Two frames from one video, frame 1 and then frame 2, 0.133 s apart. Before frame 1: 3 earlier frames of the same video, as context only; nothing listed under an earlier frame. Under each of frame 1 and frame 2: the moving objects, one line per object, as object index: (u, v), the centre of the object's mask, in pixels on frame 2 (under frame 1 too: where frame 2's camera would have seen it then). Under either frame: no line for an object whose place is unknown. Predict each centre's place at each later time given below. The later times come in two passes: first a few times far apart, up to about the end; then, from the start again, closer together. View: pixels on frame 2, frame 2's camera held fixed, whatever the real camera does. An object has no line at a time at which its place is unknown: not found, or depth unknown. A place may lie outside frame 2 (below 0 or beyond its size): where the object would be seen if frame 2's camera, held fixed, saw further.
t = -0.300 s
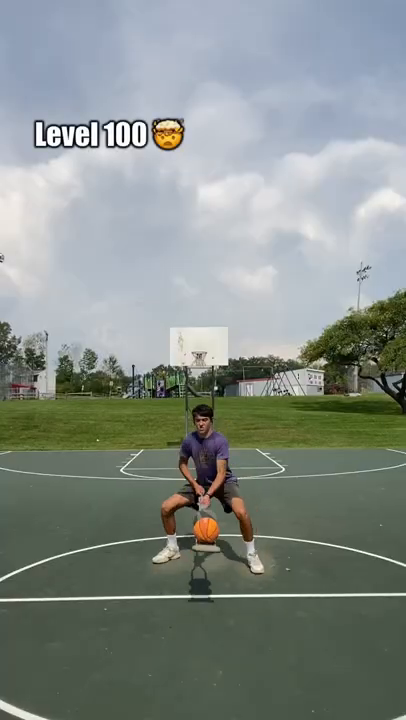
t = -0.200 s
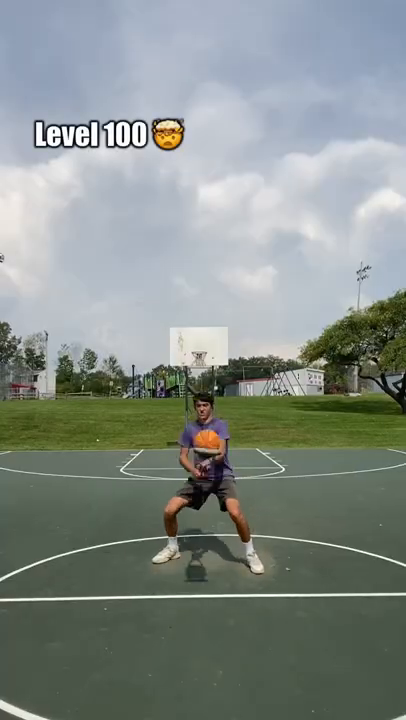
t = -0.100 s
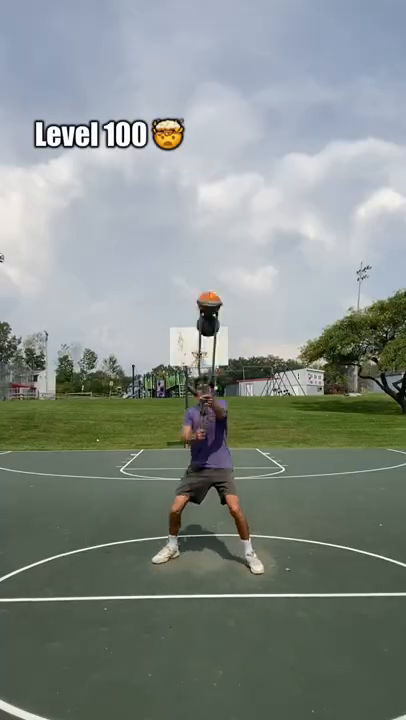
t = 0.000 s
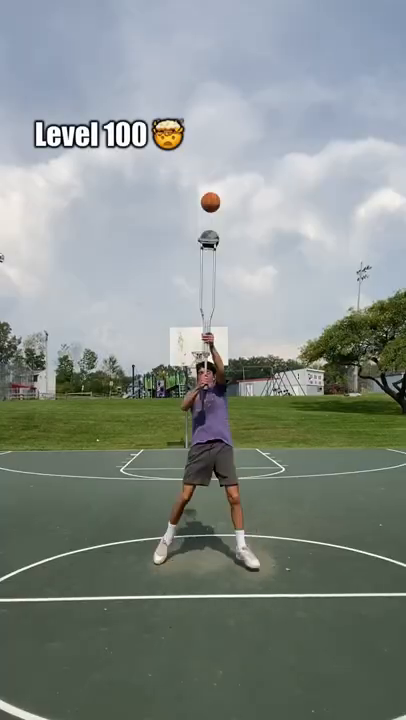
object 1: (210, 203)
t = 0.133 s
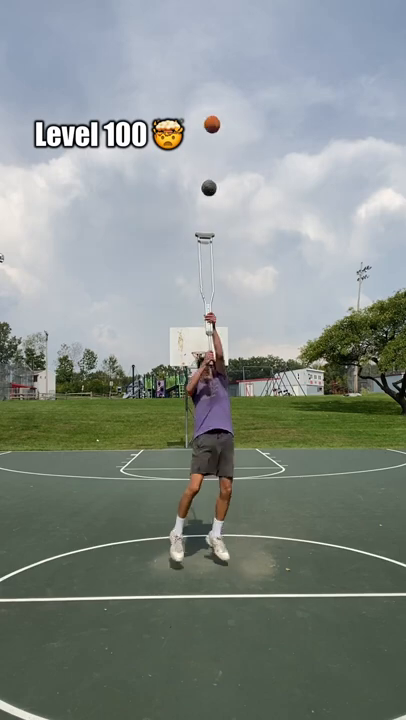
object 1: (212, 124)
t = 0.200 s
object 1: (212, 100)
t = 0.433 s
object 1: (212, 65)
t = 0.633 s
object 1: (211, 70)
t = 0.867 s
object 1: (209, 97)
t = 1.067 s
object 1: (207, 132)
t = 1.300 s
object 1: (205, 182)
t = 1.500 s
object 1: (203, 231)
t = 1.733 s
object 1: (201, 294)
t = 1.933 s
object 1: (199, 347)
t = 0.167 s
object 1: (212, 111)
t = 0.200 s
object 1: (212, 100)
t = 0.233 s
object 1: (212, 92)
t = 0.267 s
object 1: (213, 84)
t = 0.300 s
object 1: (213, 78)
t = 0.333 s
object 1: (213, 74)
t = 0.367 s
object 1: (213, 70)
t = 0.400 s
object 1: (212, 68)
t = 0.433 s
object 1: (212, 65)
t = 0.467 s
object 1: (212, 65)
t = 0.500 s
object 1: (212, 64)
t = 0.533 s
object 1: (212, 65)
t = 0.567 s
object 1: (211, 66)
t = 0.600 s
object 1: (211, 67)
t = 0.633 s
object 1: (211, 70)
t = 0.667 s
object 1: (210, 73)
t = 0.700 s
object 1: (210, 76)
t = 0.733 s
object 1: (210, 79)
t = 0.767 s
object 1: (210, 83)
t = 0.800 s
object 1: (209, 87)
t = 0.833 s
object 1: (209, 92)
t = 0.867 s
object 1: (209, 97)
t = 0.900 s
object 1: (209, 102)
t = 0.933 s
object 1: (208, 108)
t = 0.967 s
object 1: (208, 113)
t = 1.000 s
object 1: (208, 119)
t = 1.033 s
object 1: (208, 125)
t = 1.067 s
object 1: (207, 132)
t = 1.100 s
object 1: (207, 139)
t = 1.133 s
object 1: (207, 146)
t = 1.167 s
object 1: (206, 153)
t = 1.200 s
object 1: (206, 160)
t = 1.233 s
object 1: (206, 167)
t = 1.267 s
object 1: (205, 175)
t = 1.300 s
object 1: (205, 182)
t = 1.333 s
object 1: (205, 190)
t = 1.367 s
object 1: (205, 198)
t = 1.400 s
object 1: (204, 206)
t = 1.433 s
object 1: (204, 215)
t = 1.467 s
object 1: (204, 223)
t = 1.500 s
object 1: (203, 231)
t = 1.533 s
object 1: (203, 240)
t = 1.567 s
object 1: (203, 249)
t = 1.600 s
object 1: (202, 258)
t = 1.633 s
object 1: (203, 267)
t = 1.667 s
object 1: (202, 276)
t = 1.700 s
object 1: (202, 285)
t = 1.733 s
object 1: (201, 294)
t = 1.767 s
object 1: (200, 303)
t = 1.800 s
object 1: (200, 312)
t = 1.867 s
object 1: (199, 331)
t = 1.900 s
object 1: (199, 342)
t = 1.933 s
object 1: (199, 347)
